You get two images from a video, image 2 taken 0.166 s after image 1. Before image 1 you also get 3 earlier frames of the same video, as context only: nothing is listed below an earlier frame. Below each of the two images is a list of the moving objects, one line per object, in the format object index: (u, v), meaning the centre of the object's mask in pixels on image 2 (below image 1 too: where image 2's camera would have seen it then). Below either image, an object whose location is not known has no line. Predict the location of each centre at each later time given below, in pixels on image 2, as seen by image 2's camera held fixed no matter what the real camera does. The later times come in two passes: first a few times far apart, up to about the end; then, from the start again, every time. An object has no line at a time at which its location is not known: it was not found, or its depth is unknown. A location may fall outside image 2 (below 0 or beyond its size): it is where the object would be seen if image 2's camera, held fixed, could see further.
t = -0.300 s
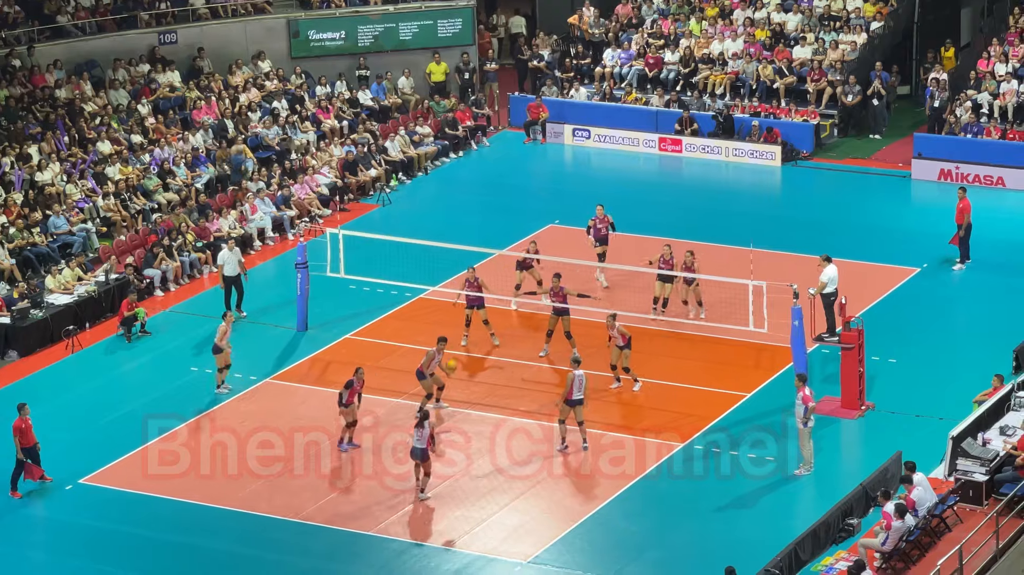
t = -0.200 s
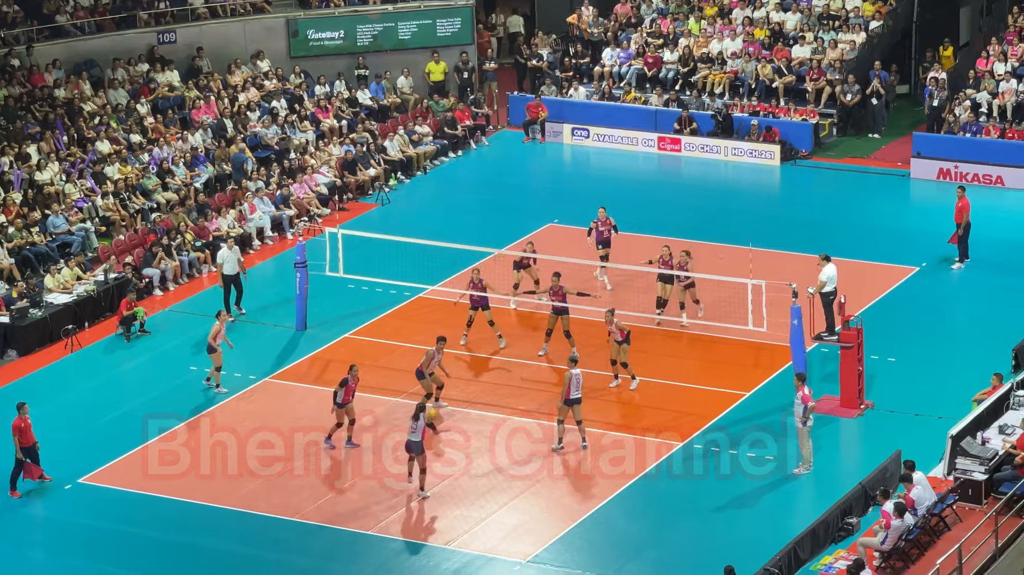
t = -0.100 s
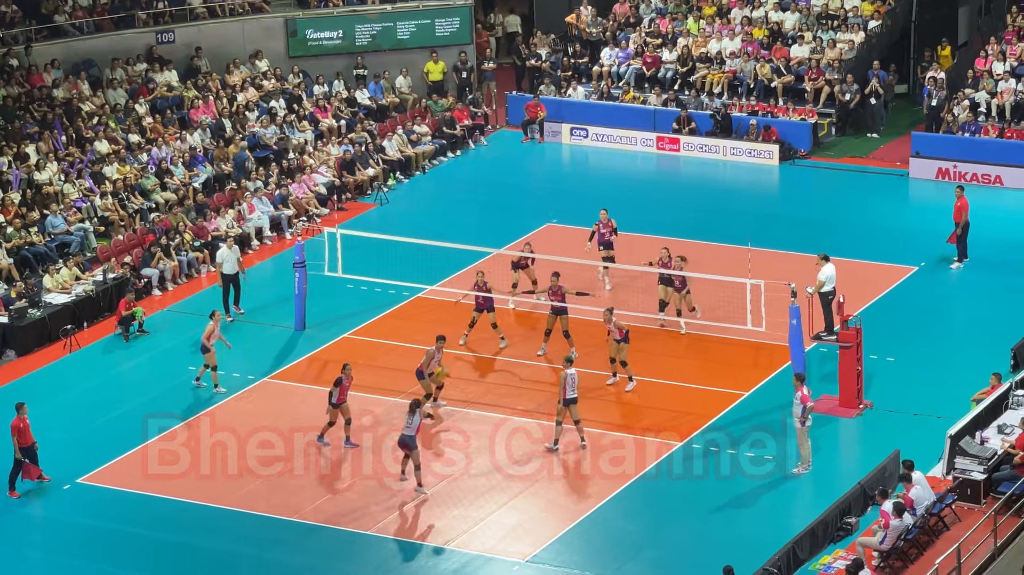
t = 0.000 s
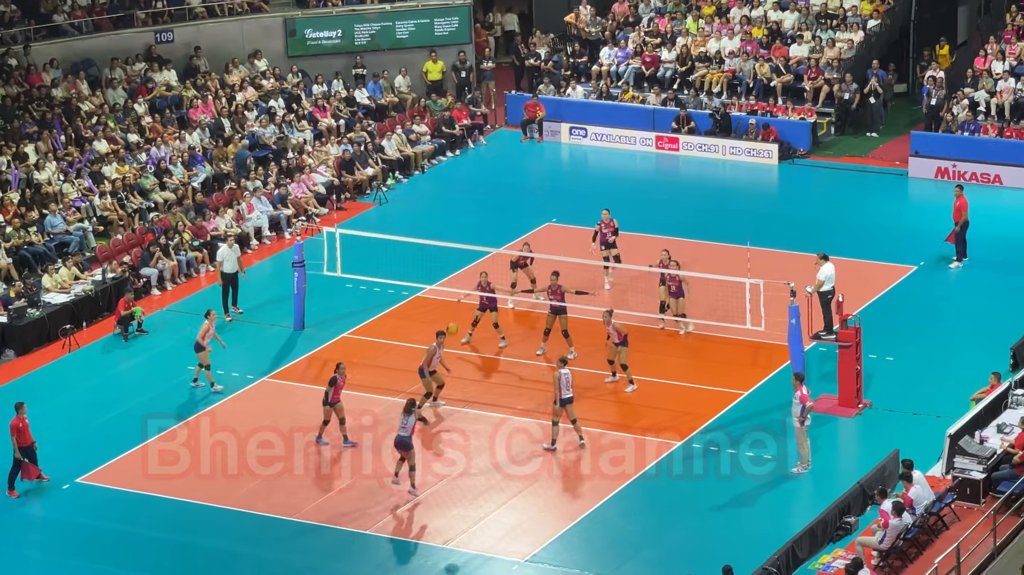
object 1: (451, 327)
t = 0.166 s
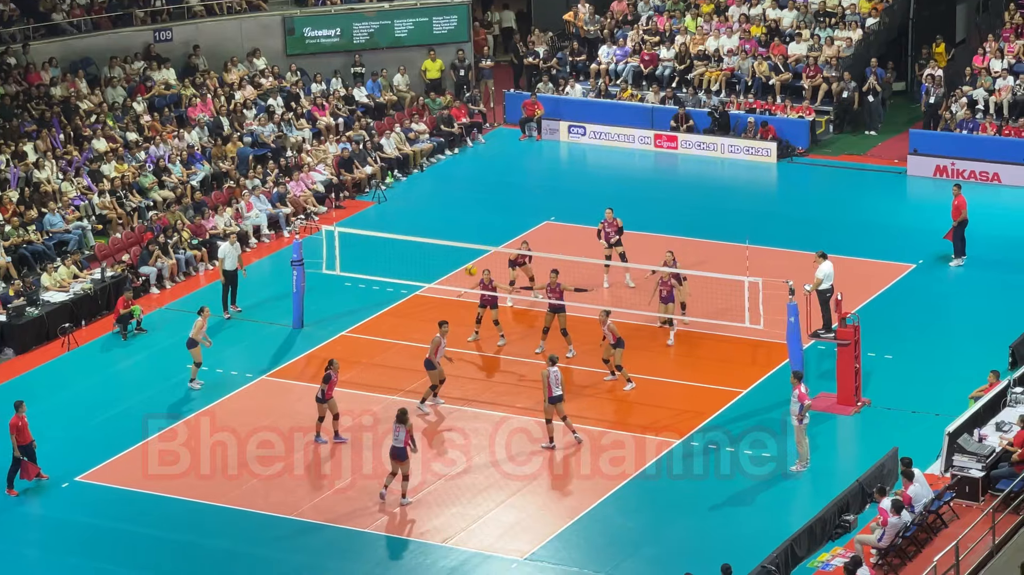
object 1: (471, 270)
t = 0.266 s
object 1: (483, 244)
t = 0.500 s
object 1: (510, 206)
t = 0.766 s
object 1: (541, 200)
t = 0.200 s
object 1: (475, 261)
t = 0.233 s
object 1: (479, 253)
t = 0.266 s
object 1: (483, 244)
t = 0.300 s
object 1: (487, 237)
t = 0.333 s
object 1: (491, 230)
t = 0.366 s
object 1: (495, 224)
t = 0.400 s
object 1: (499, 219)
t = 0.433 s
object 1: (503, 214)
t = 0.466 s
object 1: (506, 210)
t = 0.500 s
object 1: (510, 206)
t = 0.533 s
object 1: (514, 203)
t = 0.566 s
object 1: (518, 201)
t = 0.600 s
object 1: (522, 199)
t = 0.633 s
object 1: (526, 198)
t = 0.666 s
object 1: (530, 197)
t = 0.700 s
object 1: (534, 197)
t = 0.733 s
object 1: (538, 199)
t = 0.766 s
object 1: (541, 200)
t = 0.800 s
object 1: (545, 202)
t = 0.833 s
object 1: (549, 204)
